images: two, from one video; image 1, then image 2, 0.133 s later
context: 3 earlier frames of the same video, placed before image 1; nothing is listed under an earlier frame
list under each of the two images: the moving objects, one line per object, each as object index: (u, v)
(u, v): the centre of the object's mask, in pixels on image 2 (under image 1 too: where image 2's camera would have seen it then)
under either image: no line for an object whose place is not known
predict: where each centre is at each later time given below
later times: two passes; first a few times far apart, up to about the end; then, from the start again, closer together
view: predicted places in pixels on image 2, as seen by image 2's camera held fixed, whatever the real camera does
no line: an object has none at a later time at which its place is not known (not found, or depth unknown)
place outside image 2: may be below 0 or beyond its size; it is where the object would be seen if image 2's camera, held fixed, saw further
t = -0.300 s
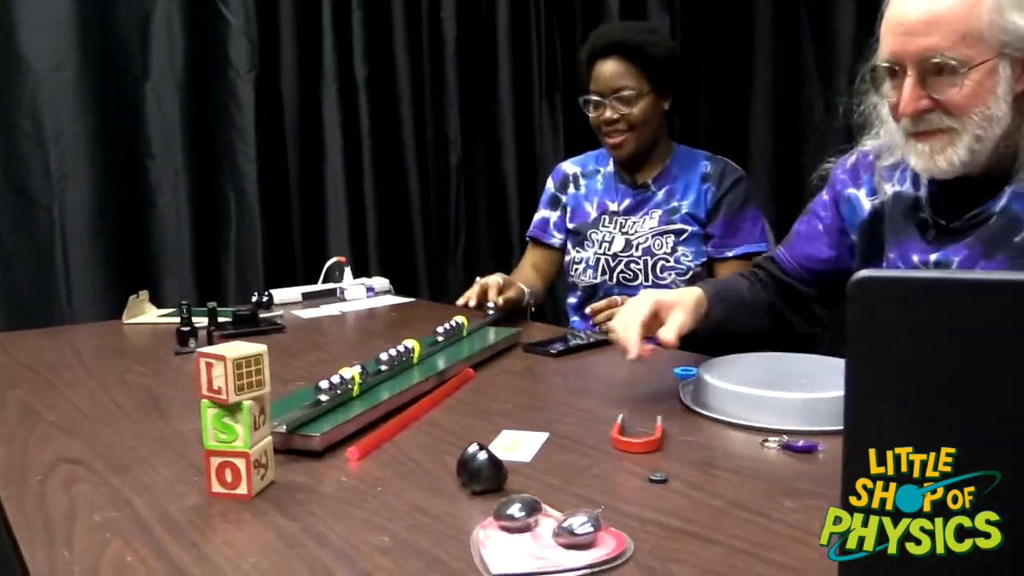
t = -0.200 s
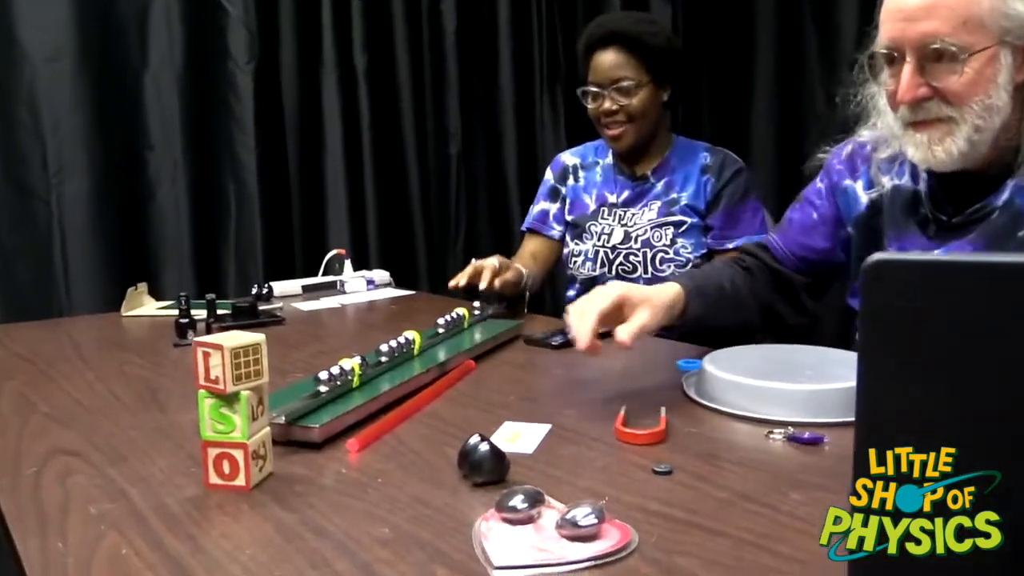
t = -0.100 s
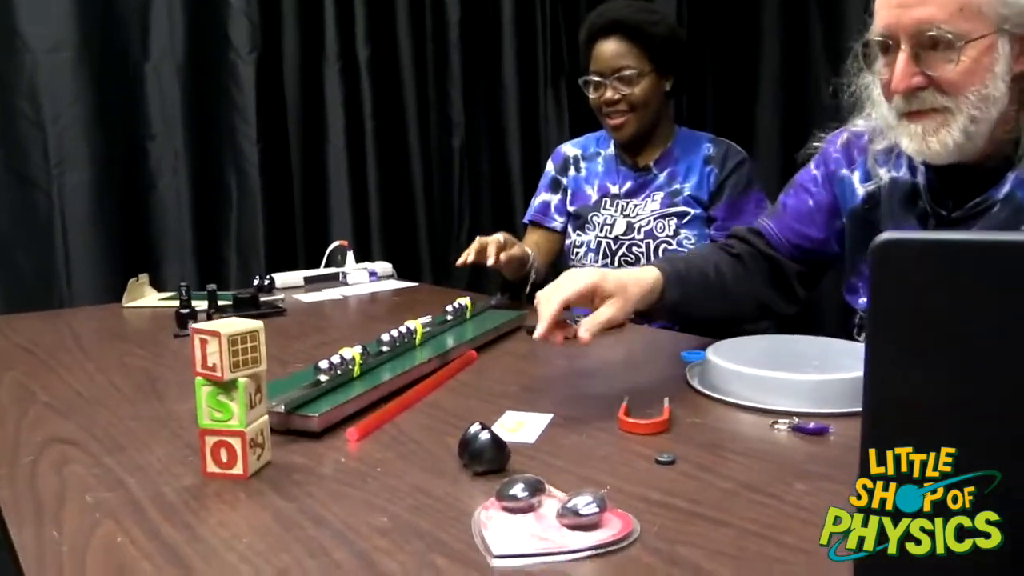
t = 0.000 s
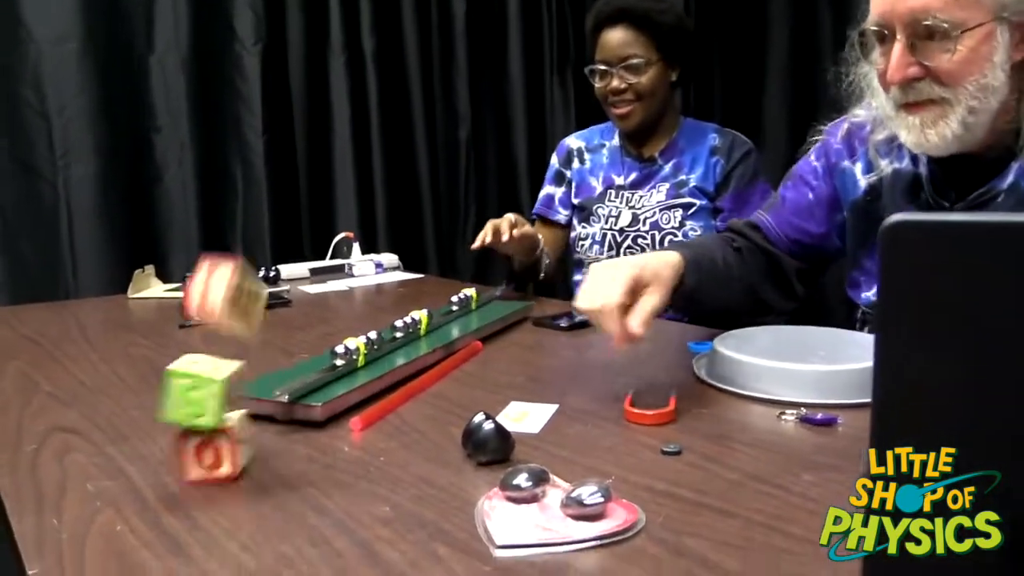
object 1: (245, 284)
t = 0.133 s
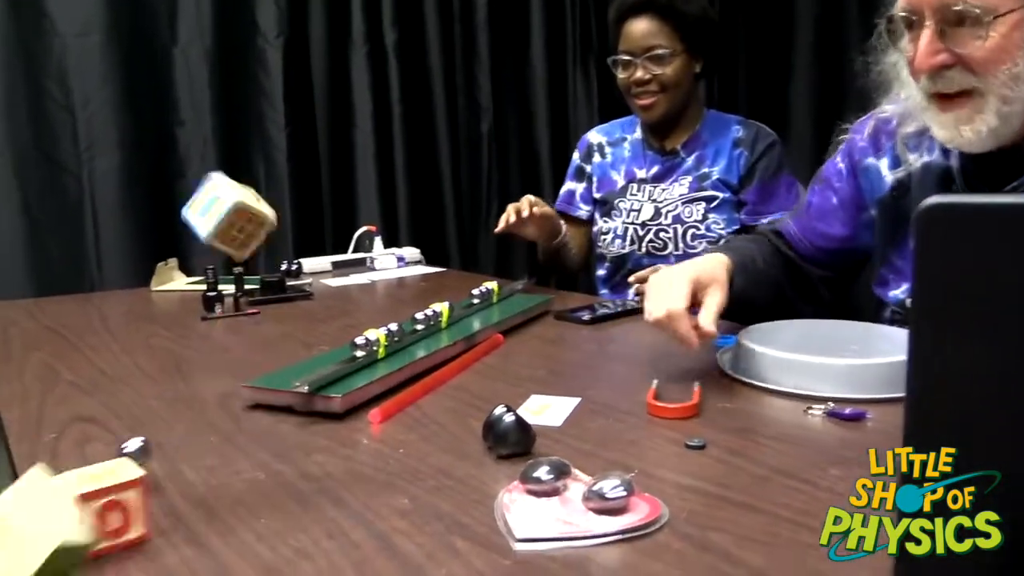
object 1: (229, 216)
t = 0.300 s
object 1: (236, 434)
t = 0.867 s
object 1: (284, 432)
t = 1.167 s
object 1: (284, 432)
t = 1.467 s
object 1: (284, 432)
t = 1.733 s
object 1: (284, 431)
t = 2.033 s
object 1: (284, 431)
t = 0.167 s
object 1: (227, 229)
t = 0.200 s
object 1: (227, 254)
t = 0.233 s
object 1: (231, 302)
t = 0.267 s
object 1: (233, 360)
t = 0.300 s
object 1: (236, 434)
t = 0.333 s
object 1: (238, 429)
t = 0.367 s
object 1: (244, 418)
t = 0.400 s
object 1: (252, 423)
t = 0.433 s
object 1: (259, 421)
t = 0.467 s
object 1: (266, 423)
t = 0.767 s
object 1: (284, 432)
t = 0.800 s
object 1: (284, 432)
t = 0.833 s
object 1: (284, 432)
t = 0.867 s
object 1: (284, 432)
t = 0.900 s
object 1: (284, 432)
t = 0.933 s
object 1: (284, 432)
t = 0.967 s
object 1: (284, 432)
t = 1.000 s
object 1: (284, 432)
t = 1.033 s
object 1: (284, 432)
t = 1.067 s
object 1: (284, 432)
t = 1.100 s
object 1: (284, 432)
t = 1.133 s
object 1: (284, 432)
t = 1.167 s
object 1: (284, 432)
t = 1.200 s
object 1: (284, 432)
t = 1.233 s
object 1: (284, 432)
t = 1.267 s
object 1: (284, 432)
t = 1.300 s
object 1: (284, 432)
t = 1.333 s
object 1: (284, 432)
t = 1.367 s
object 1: (284, 432)
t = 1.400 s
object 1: (284, 432)
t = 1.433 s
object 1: (284, 432)
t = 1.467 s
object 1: (284, 432)
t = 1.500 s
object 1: (284, 432)
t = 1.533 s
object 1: (284, 432)
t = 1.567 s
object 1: (284, 431)
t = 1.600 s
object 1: (284, 431)
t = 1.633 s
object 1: (284, 431)
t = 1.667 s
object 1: (283, 431)
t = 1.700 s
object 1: (284, 431)
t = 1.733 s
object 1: (284, 431)
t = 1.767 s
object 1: (284, 431)
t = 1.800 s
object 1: (283, 431)
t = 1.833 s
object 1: (284, 431)
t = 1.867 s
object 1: (284, 431)
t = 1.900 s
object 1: (284, 431)
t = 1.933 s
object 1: (284, 431)
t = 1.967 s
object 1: (284, 431)
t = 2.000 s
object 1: (284, 431)
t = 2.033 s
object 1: (284, 431)
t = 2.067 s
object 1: (284, 431)
